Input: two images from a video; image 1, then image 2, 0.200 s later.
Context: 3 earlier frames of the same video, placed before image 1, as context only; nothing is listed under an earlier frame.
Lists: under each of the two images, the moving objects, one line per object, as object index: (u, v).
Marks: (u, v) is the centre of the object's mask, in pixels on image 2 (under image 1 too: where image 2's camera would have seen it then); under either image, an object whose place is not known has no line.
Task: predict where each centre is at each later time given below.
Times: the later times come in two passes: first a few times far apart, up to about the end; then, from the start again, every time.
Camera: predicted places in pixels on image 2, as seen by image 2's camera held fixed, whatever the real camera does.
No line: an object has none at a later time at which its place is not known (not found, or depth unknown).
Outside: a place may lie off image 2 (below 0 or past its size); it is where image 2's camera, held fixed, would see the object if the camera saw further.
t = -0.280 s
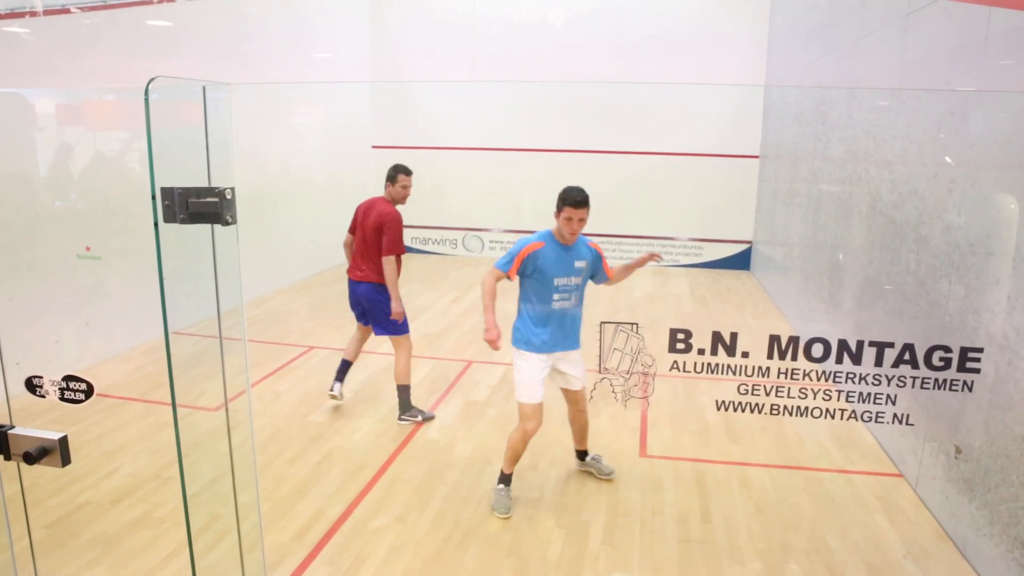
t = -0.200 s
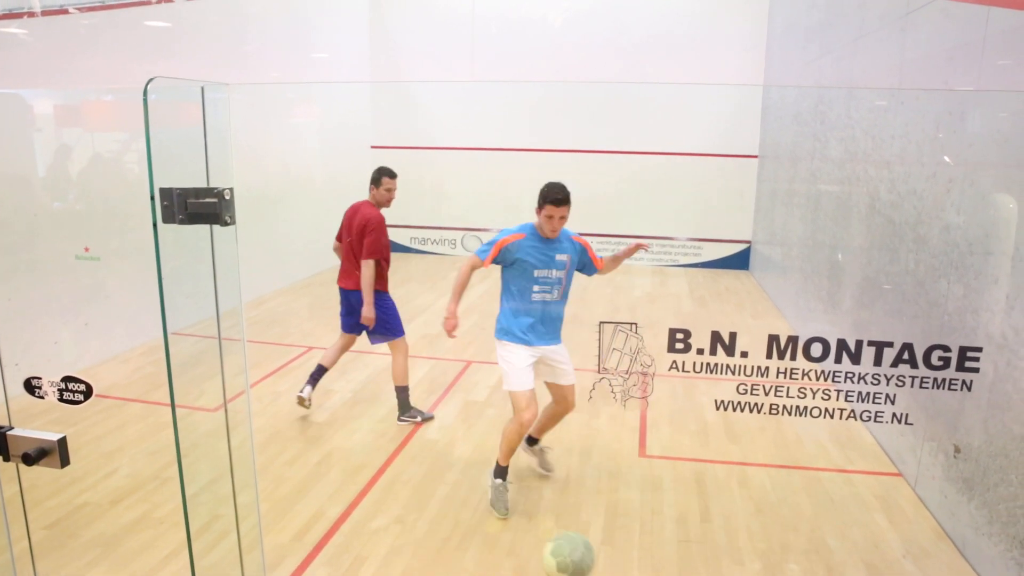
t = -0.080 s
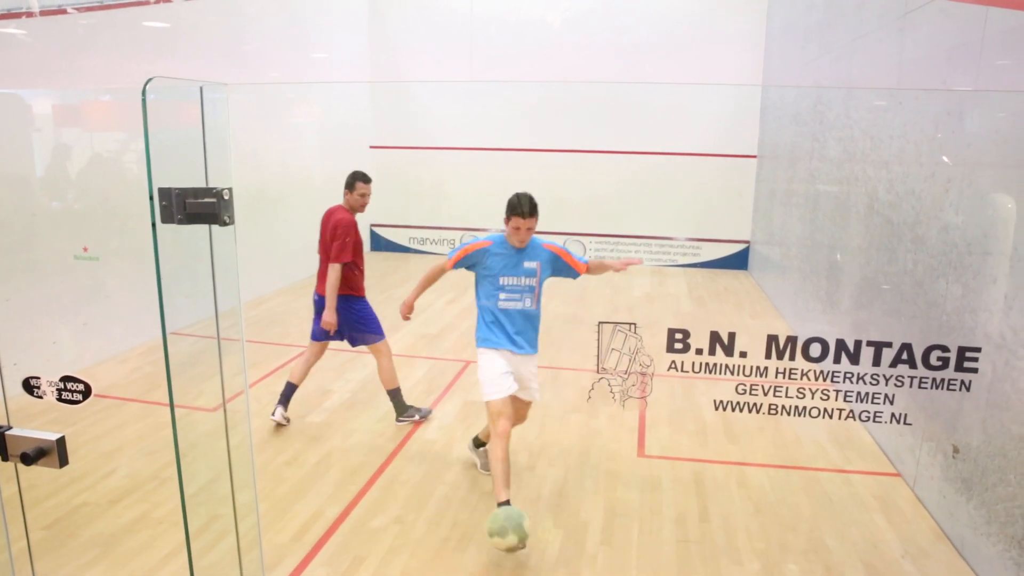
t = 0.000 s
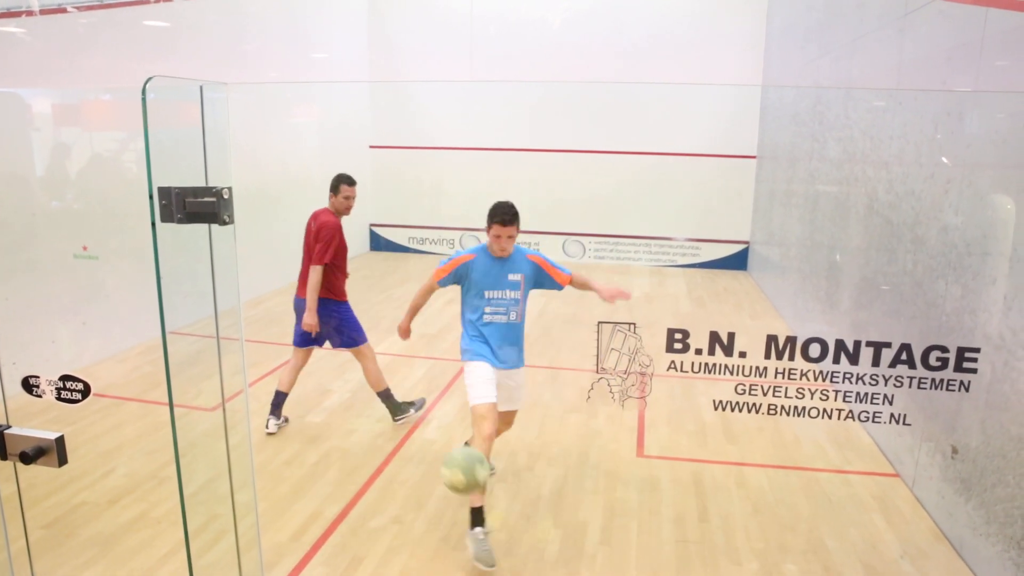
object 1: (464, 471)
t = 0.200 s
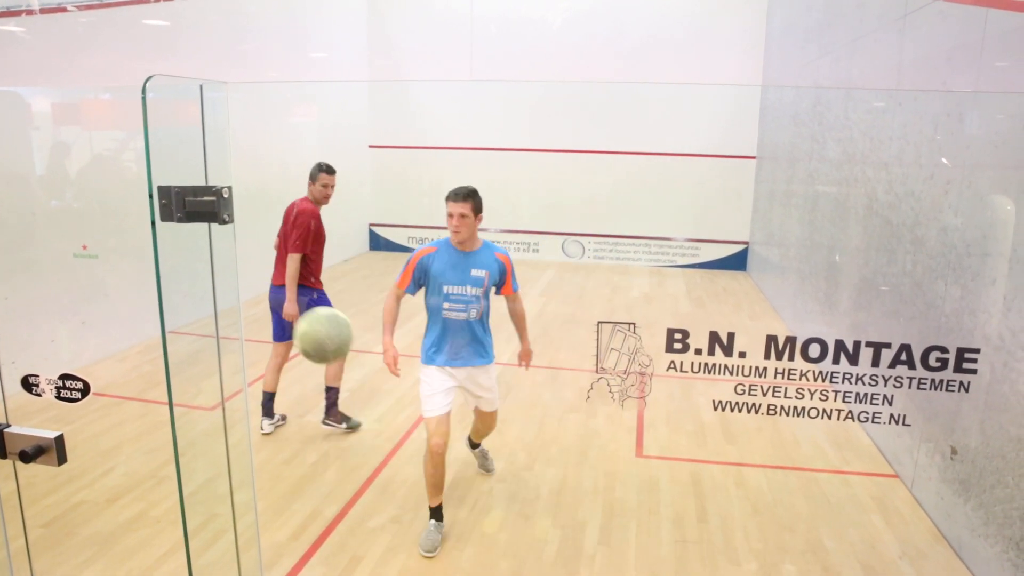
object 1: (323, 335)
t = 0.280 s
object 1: (256, 296)
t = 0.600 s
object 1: (101, 307)
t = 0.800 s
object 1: (124, 428)
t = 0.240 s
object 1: (292, 315)
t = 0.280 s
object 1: (256, 296)
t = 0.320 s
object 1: (218, 282)
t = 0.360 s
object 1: (179, 272)
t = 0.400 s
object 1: (137, 265)
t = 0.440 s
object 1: (92, 262)
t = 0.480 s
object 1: (90, 267)
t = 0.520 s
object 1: (93, 276)
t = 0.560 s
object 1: (97, 290)
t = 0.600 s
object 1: (101, 307)
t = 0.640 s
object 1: (105, 325)
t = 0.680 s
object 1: (110, 348)
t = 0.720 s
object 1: (115, 372)
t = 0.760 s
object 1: (119, 399)
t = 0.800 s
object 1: (124, 428)
